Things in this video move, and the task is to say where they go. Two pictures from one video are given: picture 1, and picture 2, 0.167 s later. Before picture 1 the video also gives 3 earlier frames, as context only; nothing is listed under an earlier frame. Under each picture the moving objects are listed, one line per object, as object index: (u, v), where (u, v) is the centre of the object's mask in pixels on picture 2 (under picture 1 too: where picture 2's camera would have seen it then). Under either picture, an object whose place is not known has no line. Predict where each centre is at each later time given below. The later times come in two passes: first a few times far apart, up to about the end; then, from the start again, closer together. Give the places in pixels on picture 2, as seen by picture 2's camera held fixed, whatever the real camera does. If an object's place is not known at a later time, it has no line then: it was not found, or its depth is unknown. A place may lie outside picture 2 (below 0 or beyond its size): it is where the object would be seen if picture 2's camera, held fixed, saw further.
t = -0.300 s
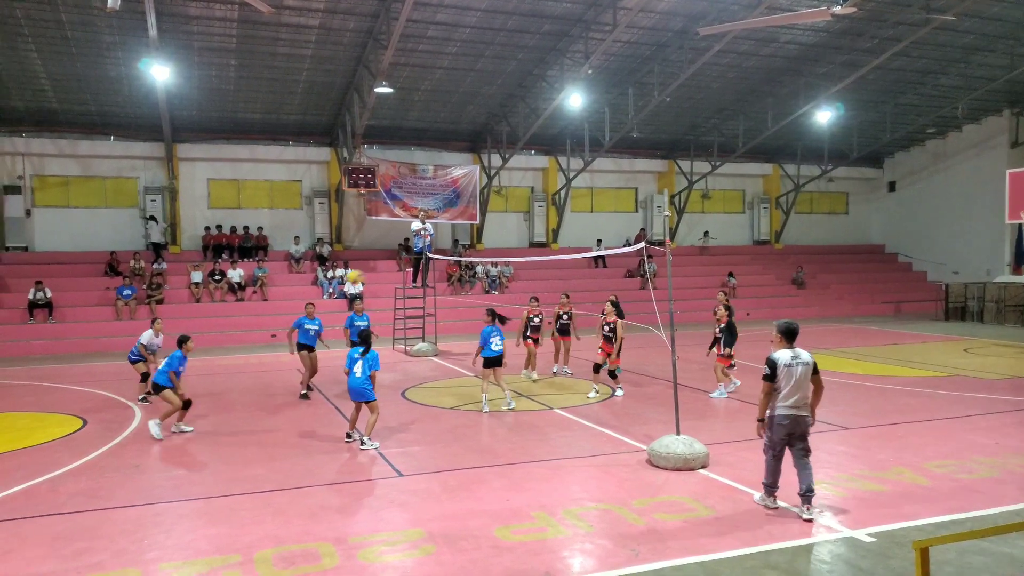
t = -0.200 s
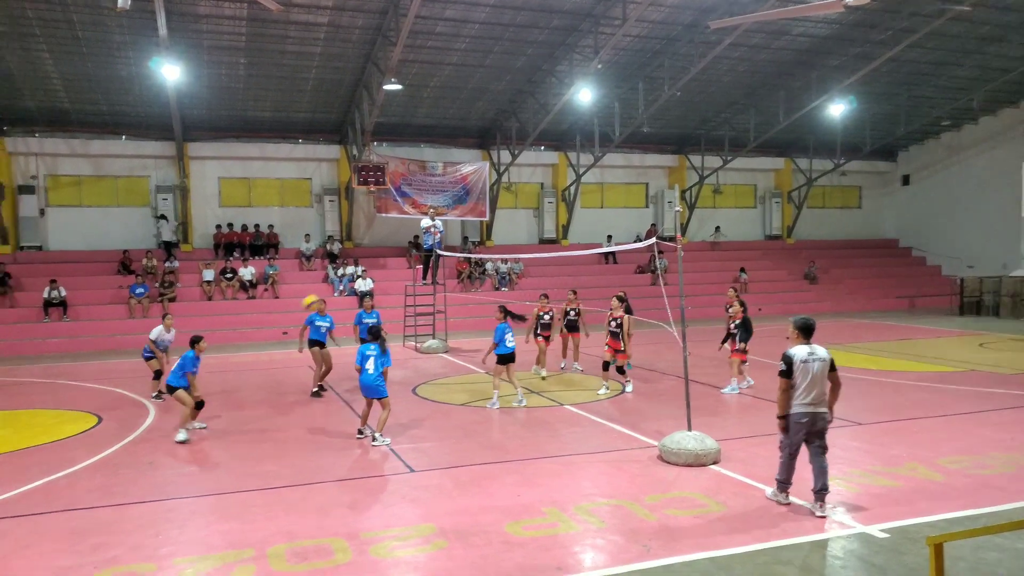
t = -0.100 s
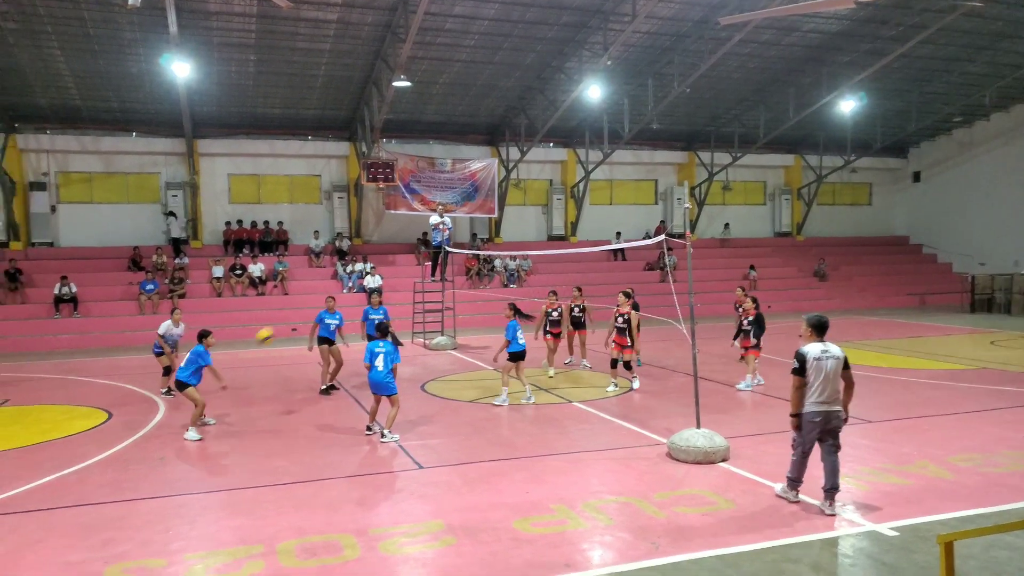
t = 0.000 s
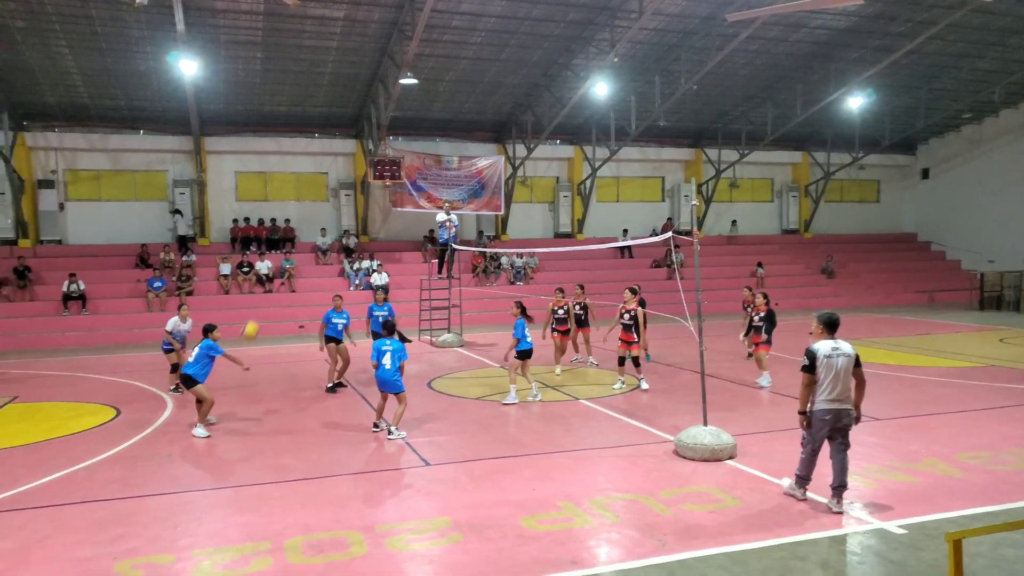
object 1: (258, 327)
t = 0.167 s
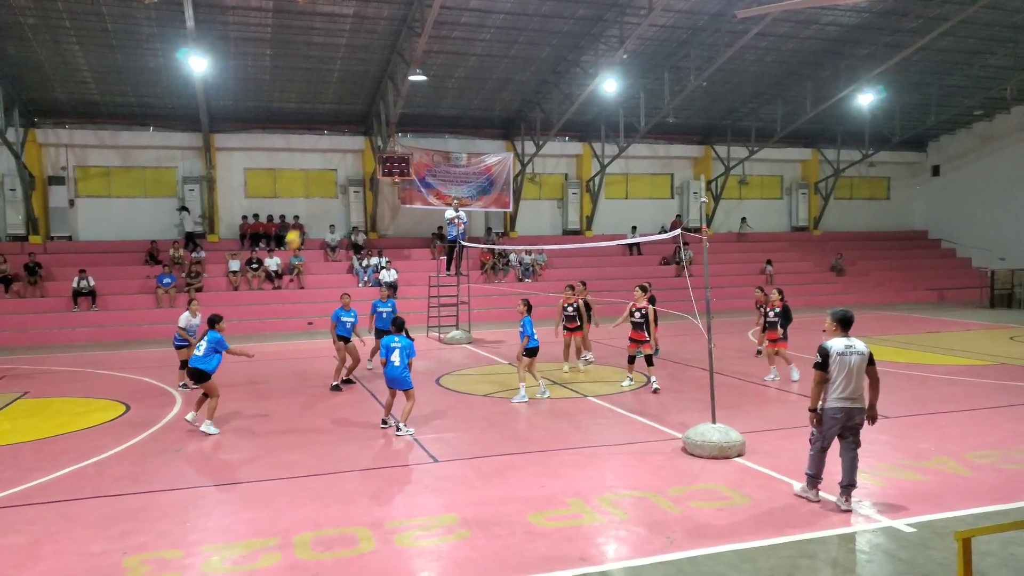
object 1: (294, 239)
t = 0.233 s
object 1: (308, 212)
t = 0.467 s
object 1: (353, 139)
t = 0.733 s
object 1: (401, 110)
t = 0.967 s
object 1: (444, 127)
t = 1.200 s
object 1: (488, 181)
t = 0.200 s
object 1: (300, 226)
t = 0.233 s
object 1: (308, 212)
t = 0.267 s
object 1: (316, 197)
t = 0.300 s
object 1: (322, 182)
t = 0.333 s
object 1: (327, 173)
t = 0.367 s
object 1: (334, 164)
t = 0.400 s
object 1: (340, 155)
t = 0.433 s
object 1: (347, 147)
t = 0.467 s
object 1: (353, 139)
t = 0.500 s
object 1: (359, 132)
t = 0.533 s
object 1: (365, 127)
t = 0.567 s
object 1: (371, 122)
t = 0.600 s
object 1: (377, 119)
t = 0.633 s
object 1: (383, 115)
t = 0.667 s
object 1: (389, 113)
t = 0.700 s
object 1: (395, 111)
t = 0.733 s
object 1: (401, 110)
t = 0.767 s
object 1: (408, 110)
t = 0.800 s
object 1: (414, 111)
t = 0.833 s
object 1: (420, 113)
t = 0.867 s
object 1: (426, 115)
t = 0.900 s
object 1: (432, 119)
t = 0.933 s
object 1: (438, 123)
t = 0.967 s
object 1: (444, 127)
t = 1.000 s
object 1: (450, 133)
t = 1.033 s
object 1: (456, 139)
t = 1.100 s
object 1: (469, 154)
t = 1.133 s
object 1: (475, 161)
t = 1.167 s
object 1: (482, 171)
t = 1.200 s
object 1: (488, 181)
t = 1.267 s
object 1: (498, 203)
